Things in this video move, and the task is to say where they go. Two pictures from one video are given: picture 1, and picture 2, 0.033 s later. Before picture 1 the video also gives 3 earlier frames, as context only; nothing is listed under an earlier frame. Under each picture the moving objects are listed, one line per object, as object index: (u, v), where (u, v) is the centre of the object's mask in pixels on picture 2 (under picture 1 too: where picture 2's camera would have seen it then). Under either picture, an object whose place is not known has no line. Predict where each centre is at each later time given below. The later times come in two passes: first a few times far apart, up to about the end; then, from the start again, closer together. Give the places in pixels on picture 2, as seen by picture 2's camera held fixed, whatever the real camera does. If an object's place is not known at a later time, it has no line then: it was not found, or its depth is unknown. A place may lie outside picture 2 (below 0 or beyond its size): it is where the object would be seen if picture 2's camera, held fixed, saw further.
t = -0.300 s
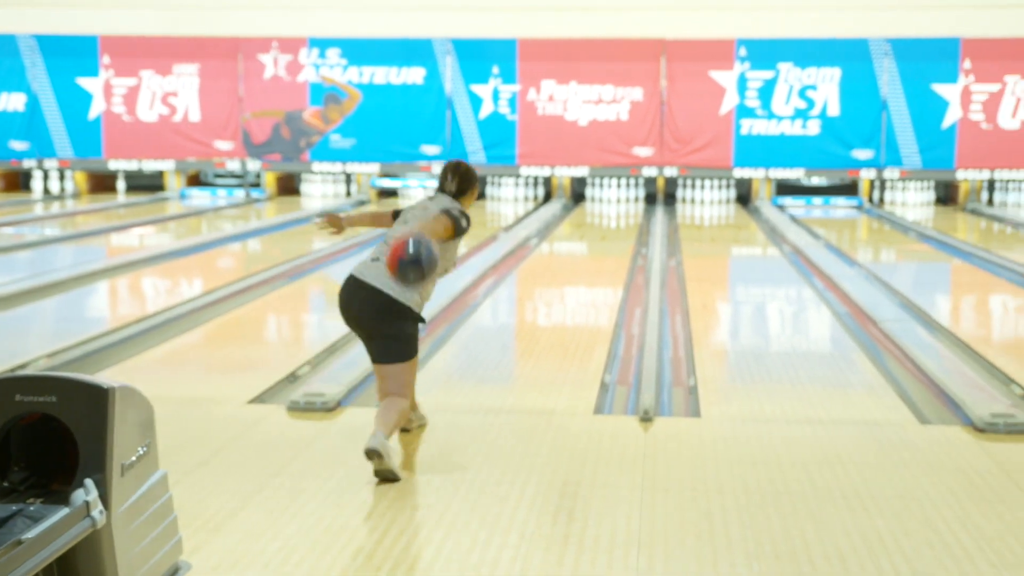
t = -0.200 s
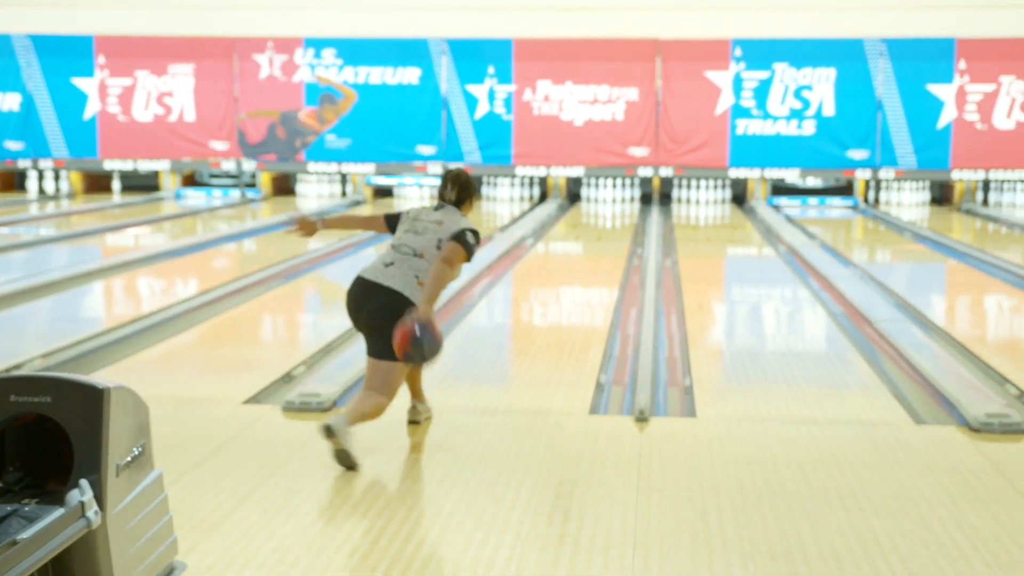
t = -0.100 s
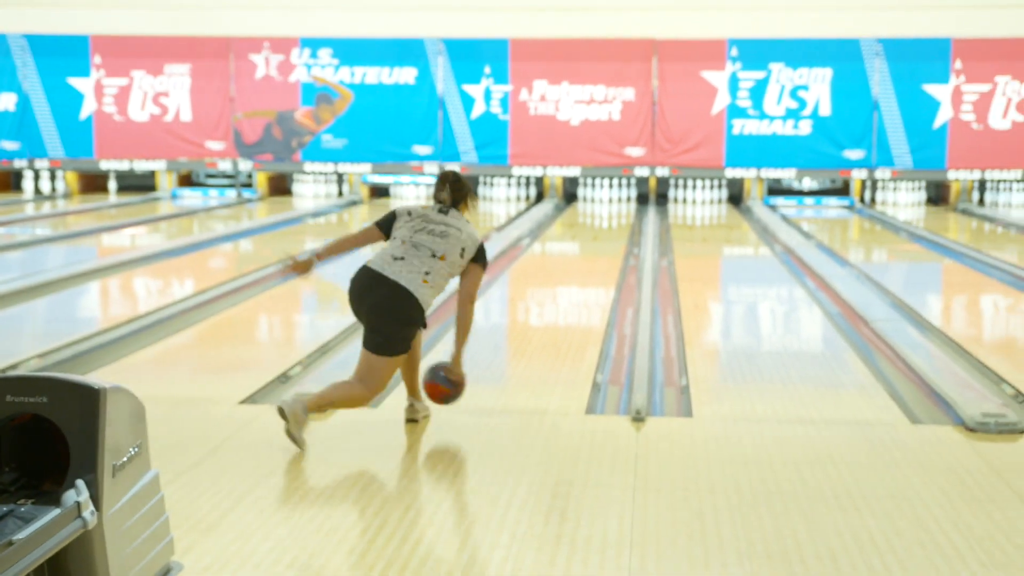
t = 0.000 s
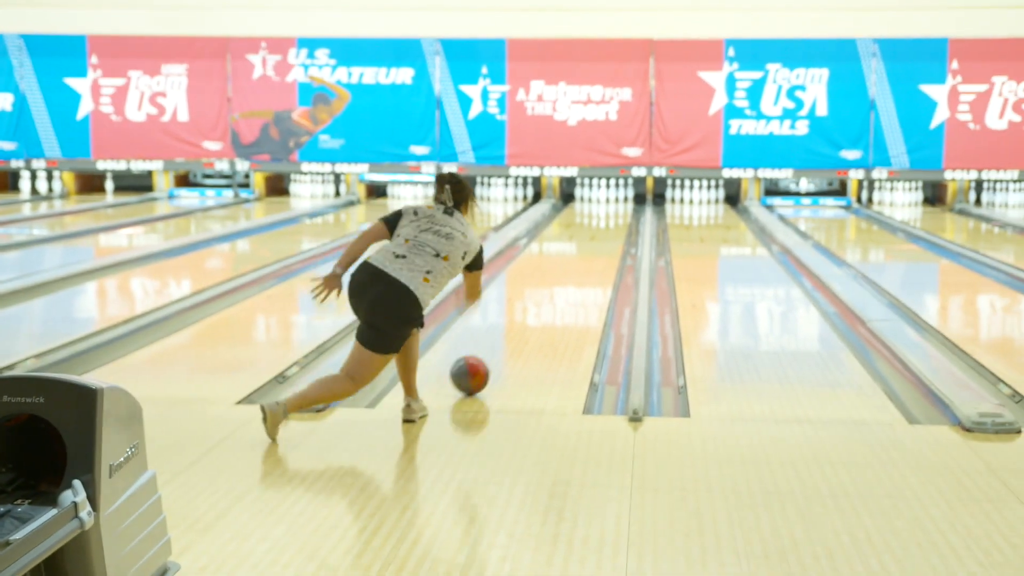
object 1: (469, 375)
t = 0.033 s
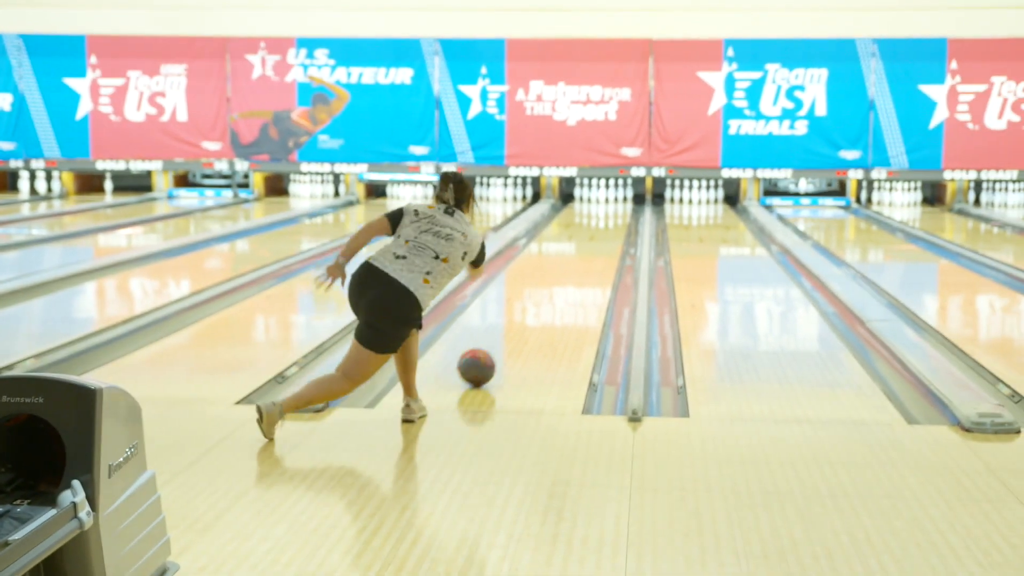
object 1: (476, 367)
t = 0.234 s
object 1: (512, 327)
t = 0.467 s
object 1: (541, 293)
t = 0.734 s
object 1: (564, 266)
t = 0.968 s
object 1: (578, 250)
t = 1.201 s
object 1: (589, 237)
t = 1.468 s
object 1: (598, 225)
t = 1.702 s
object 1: (603, 217)
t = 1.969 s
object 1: (606, 208)
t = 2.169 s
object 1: (606, 203)
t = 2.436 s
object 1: (604, 198)
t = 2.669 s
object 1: (604, 196)
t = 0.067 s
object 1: (483, 360)
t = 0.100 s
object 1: (490, 352)
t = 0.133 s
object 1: (496, 346)
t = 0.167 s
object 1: (502, 339)
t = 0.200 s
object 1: (507, 333)
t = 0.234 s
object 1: (512, 327)
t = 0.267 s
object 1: (517, 321)
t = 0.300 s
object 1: (522, 316)
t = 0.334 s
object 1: (526, 311)
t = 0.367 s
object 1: (530, 306)
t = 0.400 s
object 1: (534, 302)
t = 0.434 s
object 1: (537, 297)
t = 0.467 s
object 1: (541, 293)
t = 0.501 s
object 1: (544, 289)
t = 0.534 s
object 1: (547, 285)
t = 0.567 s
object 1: (550, 282)
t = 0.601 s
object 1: (553, 278)
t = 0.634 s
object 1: (556, 275)
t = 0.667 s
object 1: (559, 272)
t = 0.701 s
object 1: (561, 269)
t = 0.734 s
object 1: (564, 266)
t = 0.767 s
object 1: (566, 264)
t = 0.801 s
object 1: (568, 261)
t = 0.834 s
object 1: (570, 259)
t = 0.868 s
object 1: (572, 256)
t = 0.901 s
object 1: (574, 254)
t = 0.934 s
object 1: (576, 252)
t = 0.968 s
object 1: (578, 250)
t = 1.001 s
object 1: (580, 248)
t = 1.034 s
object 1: (581, 246)
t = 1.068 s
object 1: (583, 244)
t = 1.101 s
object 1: (584, 243)
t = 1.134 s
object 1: (586, 241)
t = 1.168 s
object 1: (588, 239)
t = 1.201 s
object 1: (589, 237)
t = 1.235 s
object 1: (590, 235)
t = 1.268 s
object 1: (591, 234)
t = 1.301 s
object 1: (592, 232)
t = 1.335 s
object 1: (594, 231)
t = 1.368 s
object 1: (595, 230)
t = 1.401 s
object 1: (596, 227)
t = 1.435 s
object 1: (597, 226)
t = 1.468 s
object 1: (598, 225)
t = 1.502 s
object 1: (598, 224)
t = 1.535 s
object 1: (600, 223)
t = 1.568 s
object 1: (601, 221)
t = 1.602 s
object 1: (601, 221)
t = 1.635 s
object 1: (602, 219)
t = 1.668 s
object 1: (603, 218)
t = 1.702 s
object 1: (603, 217)
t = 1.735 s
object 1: (604, 216)
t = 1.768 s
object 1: (605, 214)
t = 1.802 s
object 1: (605, 213)
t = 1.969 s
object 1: (606, 208)
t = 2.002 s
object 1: (607, 208)
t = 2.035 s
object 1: (607, 206)
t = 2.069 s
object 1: (606, 206)
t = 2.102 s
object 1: (606, 205)
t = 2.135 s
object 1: (606, 204)
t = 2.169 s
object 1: (606, 203)
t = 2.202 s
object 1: (606, 202)
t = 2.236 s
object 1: (605, 202)
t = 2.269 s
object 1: (606, 201)
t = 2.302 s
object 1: (605, 200)
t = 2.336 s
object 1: (604, 199)
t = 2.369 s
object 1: (604, 198)
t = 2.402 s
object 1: (604, 198)
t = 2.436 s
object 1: (604, 198)
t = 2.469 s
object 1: (605, 197)
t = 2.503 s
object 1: (604, 197)
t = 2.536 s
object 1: (604, 197)
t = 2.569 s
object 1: (604, 196)
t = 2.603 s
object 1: (605, 196)
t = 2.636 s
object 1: (605, 195)
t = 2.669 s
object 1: (604, 196)
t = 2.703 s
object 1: (604, 197)
